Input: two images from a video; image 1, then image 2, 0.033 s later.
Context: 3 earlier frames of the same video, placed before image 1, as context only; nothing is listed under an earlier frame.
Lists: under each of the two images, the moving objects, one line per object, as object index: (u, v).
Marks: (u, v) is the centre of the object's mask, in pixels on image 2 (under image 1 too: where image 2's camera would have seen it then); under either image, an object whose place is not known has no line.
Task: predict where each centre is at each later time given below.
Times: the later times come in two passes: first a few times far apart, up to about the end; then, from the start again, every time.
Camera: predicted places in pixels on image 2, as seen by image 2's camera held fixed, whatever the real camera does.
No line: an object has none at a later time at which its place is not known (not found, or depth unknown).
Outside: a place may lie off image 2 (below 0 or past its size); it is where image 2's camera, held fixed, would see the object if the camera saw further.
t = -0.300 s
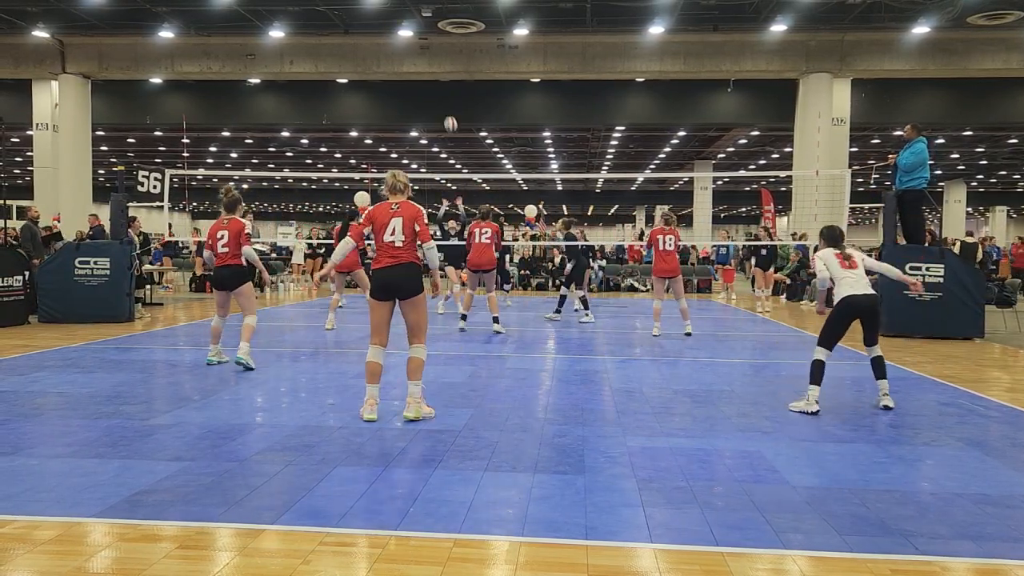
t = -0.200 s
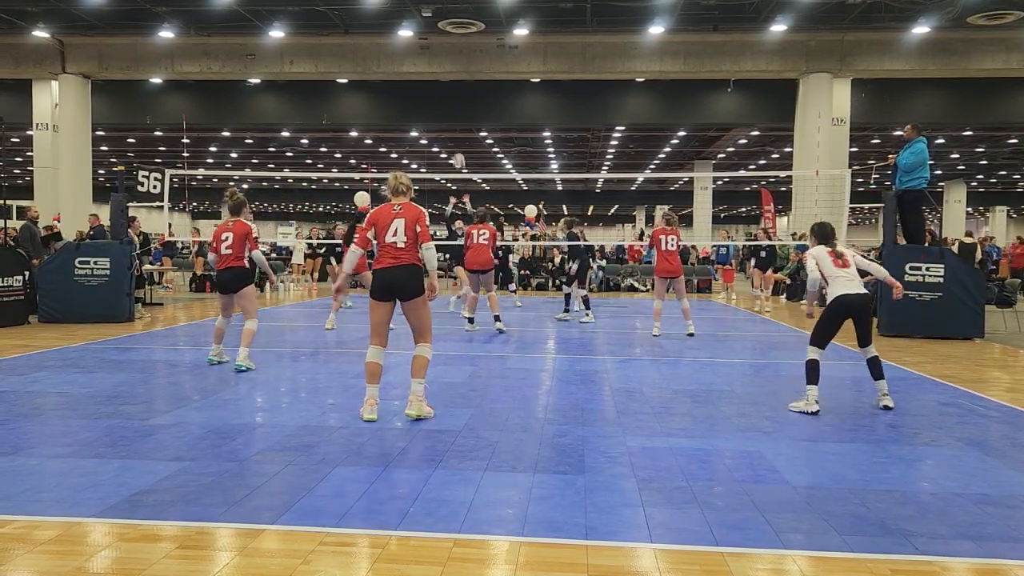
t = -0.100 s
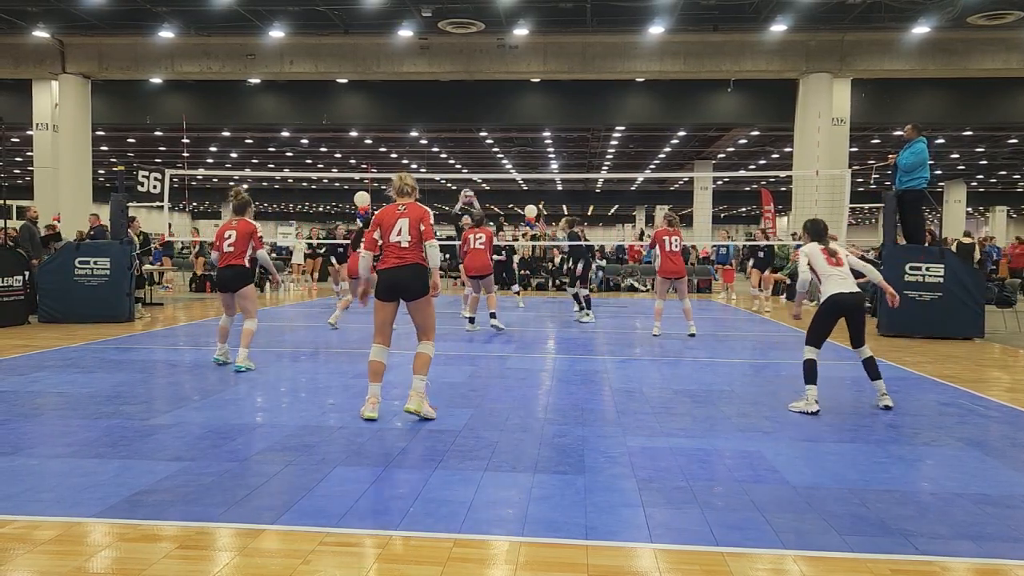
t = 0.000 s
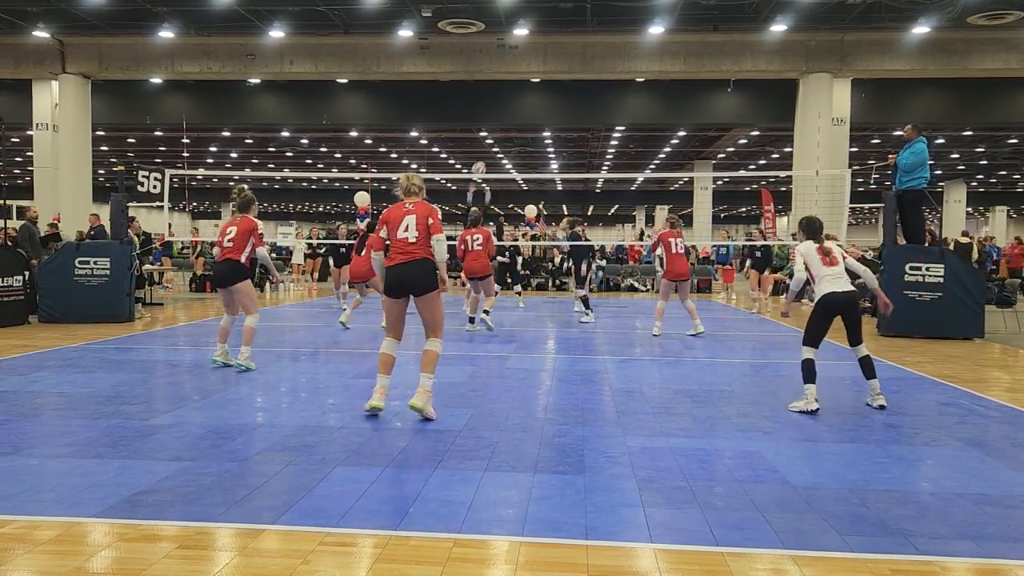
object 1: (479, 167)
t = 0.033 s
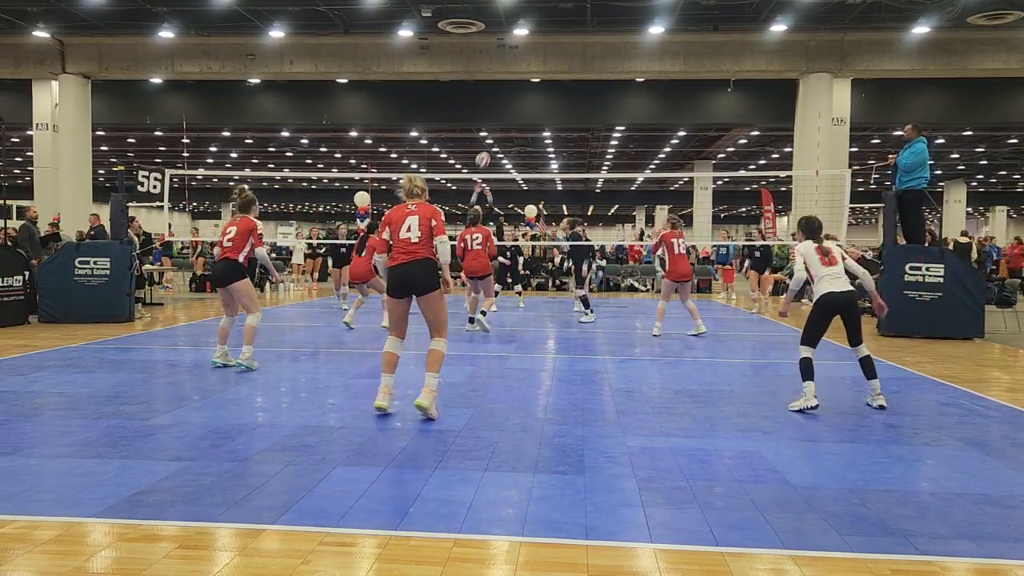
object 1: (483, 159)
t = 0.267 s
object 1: (515, 102)
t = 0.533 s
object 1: (563, 75)
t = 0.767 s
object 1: (619, 105)
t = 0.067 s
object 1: (486, 150)
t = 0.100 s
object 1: (491, 141)
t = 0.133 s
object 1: (496, 132)
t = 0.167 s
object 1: (500, 125)
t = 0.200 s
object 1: (505, 117)
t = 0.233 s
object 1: (510, 109)
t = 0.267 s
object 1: (515, 102)
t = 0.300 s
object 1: (520, 96)
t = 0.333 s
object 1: (526, 90)
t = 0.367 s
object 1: (532, 86)
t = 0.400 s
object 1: (538, 81)
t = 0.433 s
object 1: (543, 78)
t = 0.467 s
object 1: (550, 77)
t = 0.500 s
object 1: (557, 76)
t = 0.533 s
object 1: (563, 75)
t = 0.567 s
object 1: (571, 75)
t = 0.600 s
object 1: (578, 77)
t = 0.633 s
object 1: (586, 80)
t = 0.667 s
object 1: (594, 84)
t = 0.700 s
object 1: (602, 89)
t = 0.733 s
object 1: (610, 97)
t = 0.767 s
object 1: (619, 105)
